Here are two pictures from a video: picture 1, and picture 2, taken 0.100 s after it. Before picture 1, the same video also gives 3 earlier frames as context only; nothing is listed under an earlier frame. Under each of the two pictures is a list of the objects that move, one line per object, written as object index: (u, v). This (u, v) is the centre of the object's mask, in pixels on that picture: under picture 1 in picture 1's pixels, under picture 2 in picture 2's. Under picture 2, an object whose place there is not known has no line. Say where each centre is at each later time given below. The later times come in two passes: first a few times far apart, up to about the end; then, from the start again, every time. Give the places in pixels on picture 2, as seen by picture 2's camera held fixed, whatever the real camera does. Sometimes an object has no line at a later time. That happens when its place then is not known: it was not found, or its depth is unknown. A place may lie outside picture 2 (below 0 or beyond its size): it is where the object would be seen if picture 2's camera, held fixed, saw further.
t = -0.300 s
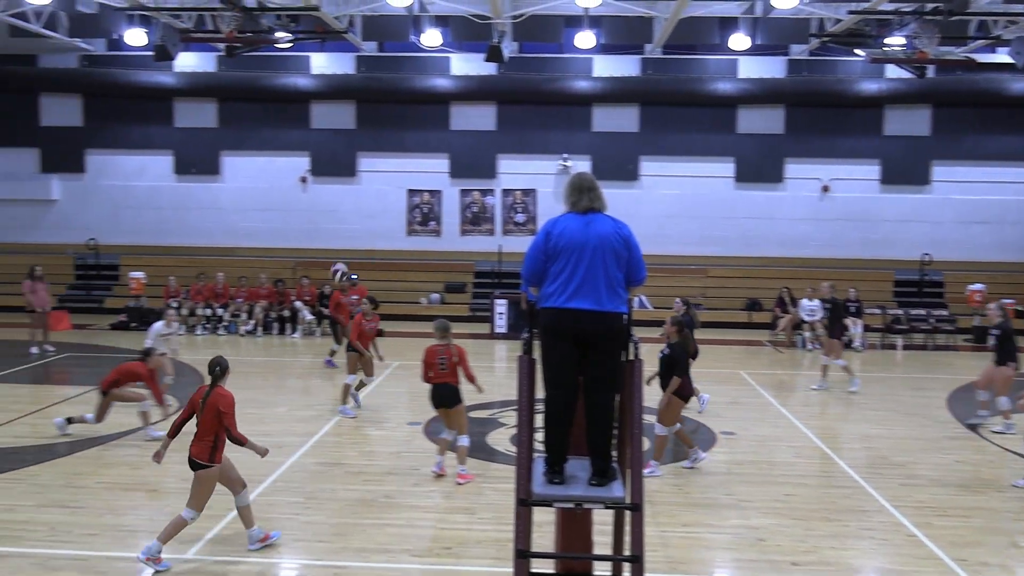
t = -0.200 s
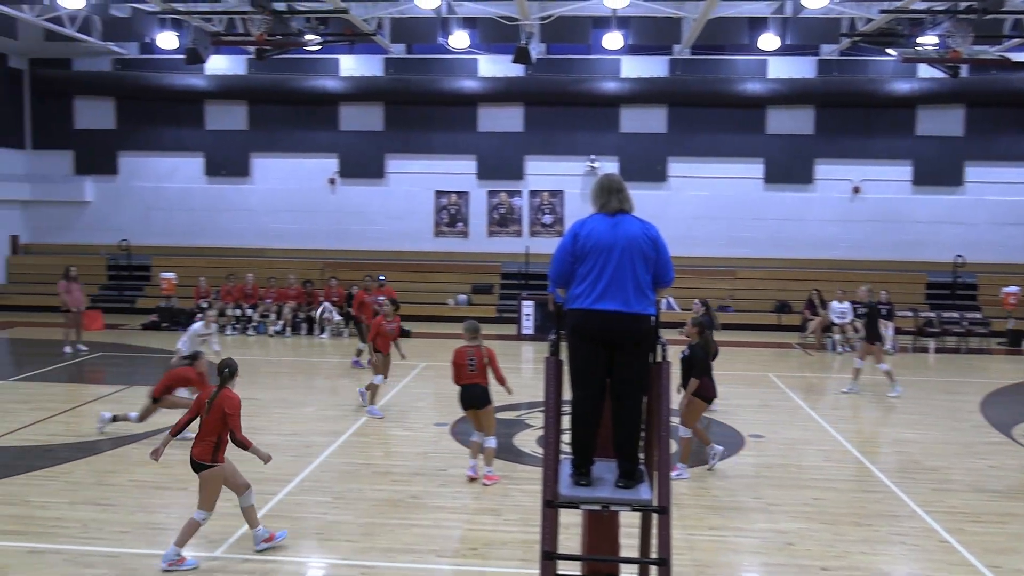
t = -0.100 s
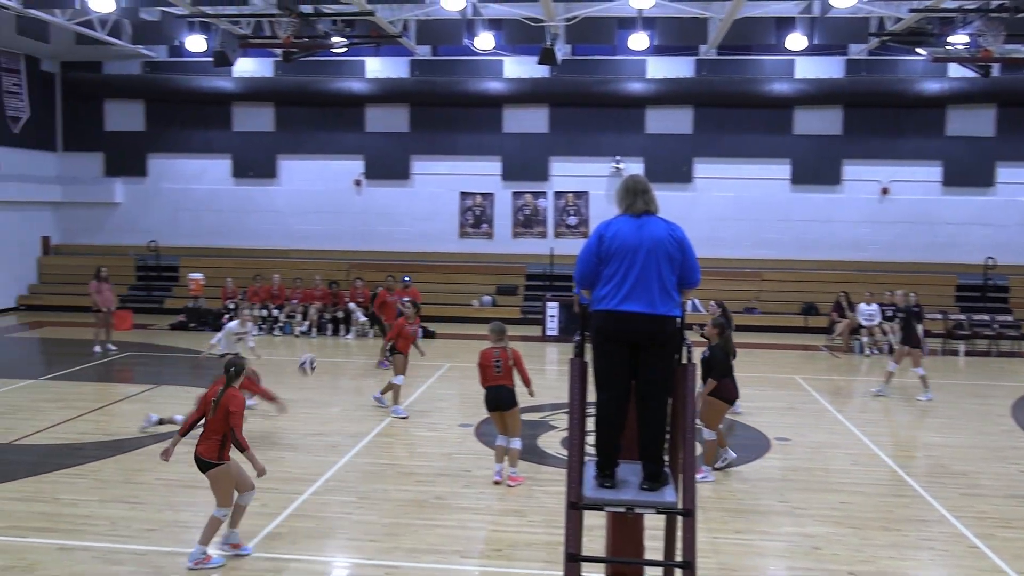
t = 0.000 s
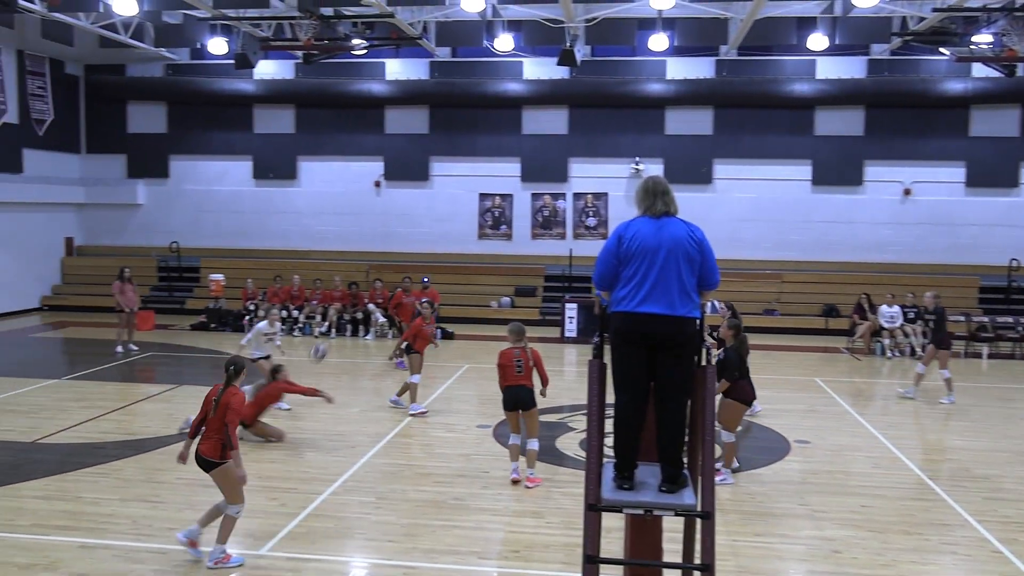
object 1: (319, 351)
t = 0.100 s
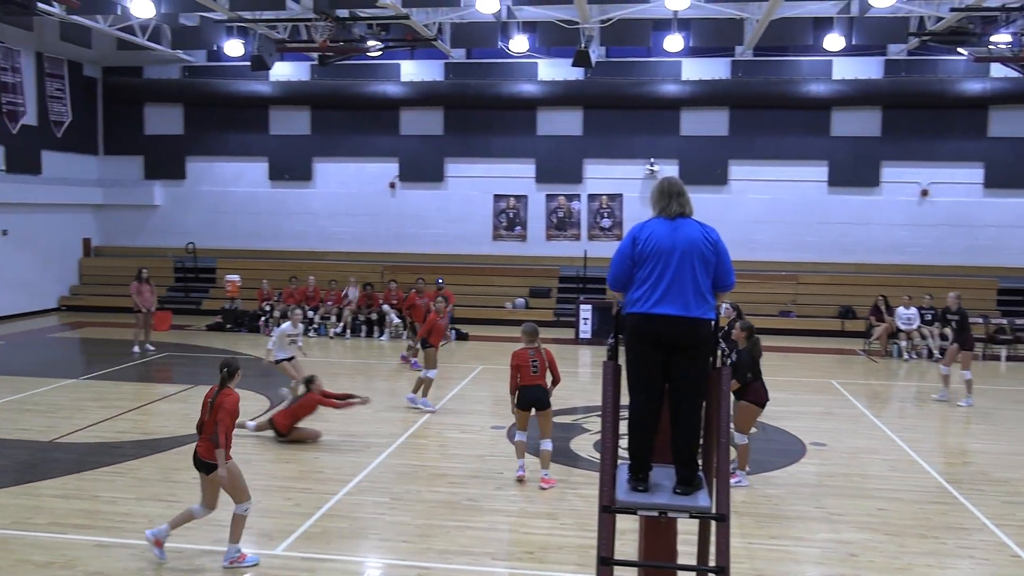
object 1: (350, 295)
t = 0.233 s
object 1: (376, 230)
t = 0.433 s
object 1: (409, 156)
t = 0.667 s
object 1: (445, 111)
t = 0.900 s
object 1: (481, 113)
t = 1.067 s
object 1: (507, 143)
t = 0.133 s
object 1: (358, 276)
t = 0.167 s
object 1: (363, 260)
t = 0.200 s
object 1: (371, 245)
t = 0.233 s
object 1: (376, 230)
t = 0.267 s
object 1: (382, 216)
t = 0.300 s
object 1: (388, 202)
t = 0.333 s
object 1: (395, 188)
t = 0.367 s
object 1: (399, 178)
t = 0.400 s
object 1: (404, 167)
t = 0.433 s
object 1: (409, 156)
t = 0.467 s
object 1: (414, 147)
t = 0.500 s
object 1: (420, 139)
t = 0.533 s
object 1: (425, 132)
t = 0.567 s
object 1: (429, 125)
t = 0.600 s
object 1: (435, 119)
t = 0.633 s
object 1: (440, 115)
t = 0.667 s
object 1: (445, 111)
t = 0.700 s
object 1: (450, 108)
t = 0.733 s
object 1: (455, 107)
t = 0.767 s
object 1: (460, 105)
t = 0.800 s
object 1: (465, 106)
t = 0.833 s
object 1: (470, 107)
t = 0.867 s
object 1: (476, 109)
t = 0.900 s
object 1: (481, 113)
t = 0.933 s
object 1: (486, 116)
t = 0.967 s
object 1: (491, 121)
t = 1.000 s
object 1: (496, 128)
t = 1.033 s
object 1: (501, 134)
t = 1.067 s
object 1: (507, 143)
